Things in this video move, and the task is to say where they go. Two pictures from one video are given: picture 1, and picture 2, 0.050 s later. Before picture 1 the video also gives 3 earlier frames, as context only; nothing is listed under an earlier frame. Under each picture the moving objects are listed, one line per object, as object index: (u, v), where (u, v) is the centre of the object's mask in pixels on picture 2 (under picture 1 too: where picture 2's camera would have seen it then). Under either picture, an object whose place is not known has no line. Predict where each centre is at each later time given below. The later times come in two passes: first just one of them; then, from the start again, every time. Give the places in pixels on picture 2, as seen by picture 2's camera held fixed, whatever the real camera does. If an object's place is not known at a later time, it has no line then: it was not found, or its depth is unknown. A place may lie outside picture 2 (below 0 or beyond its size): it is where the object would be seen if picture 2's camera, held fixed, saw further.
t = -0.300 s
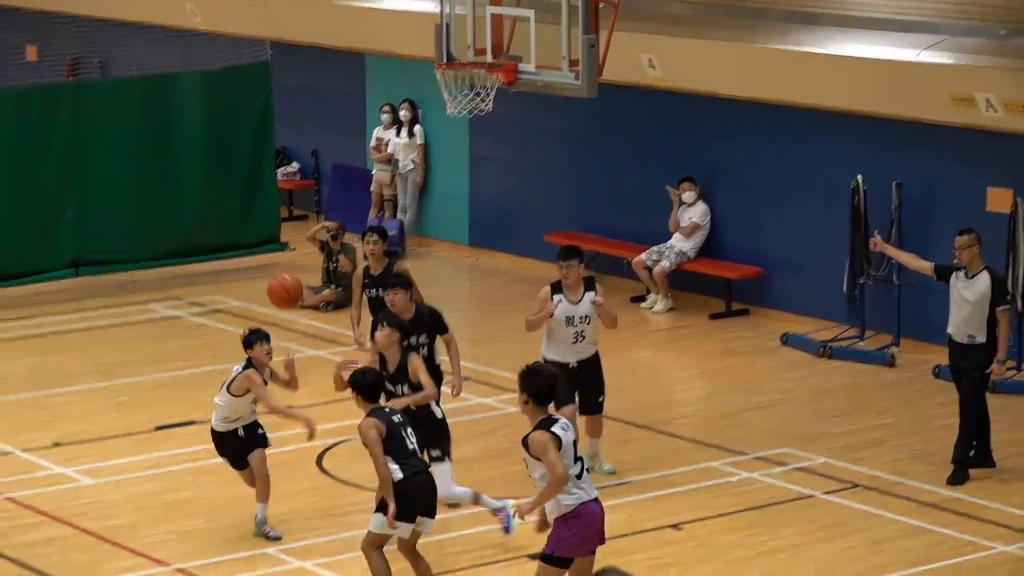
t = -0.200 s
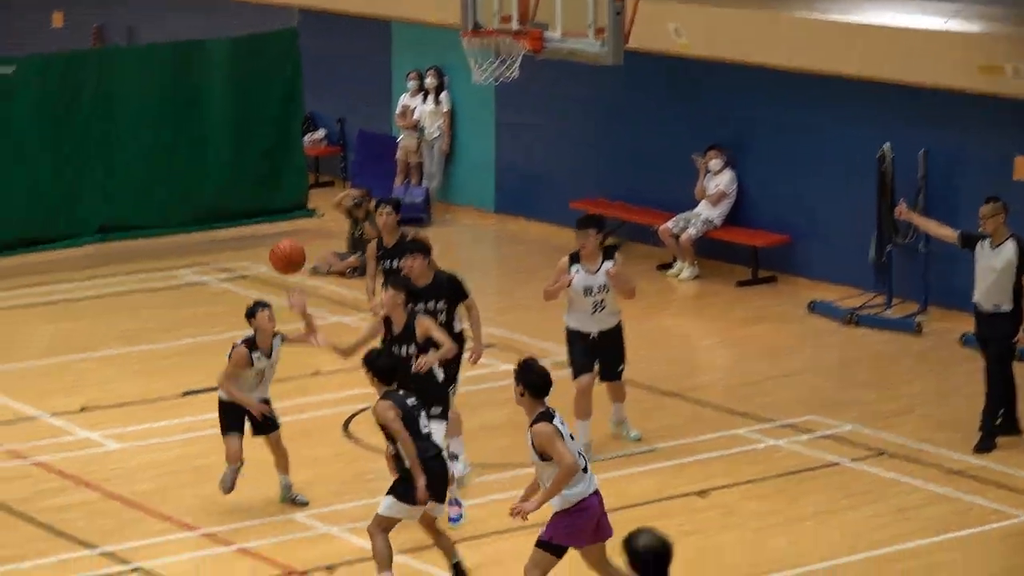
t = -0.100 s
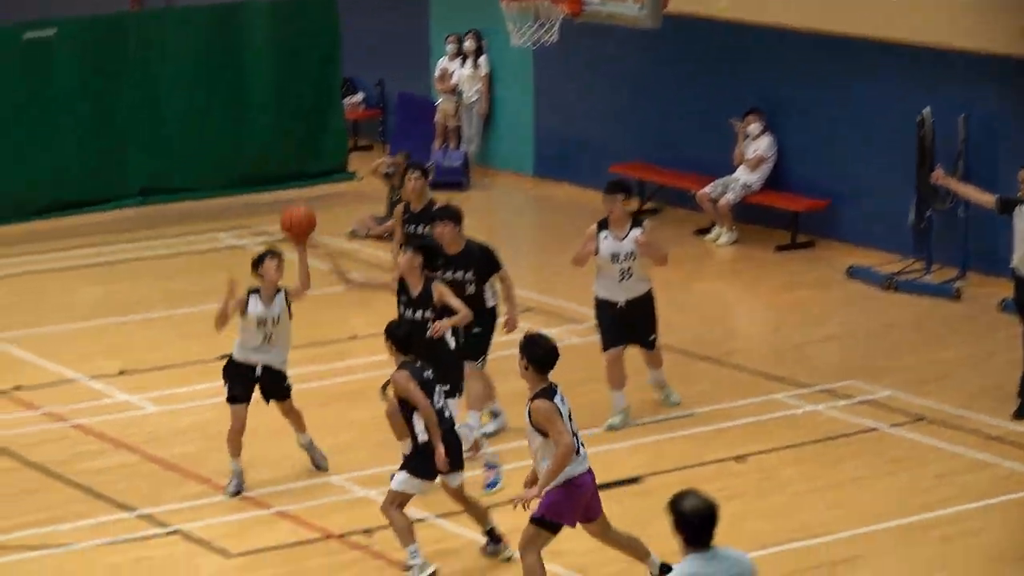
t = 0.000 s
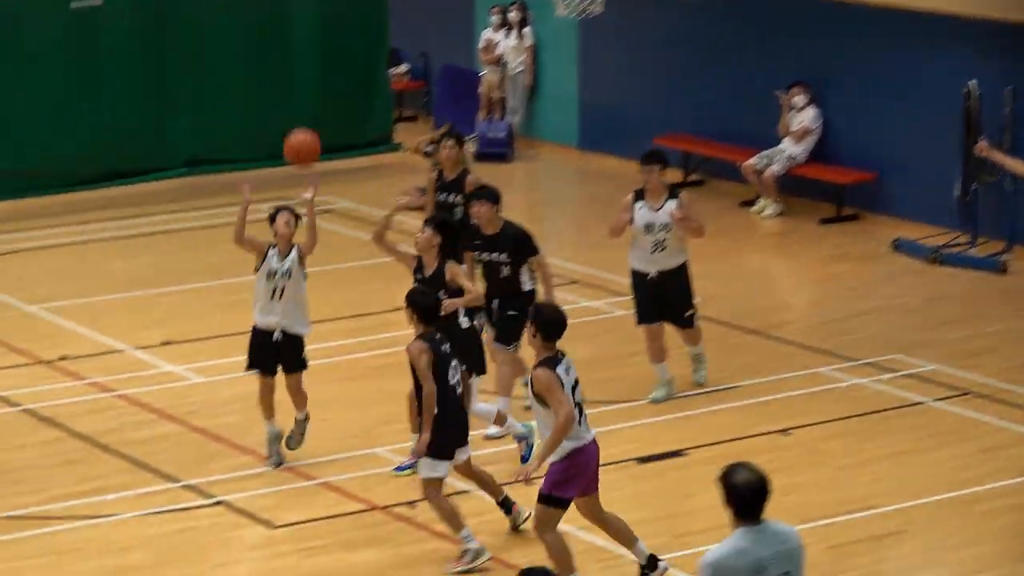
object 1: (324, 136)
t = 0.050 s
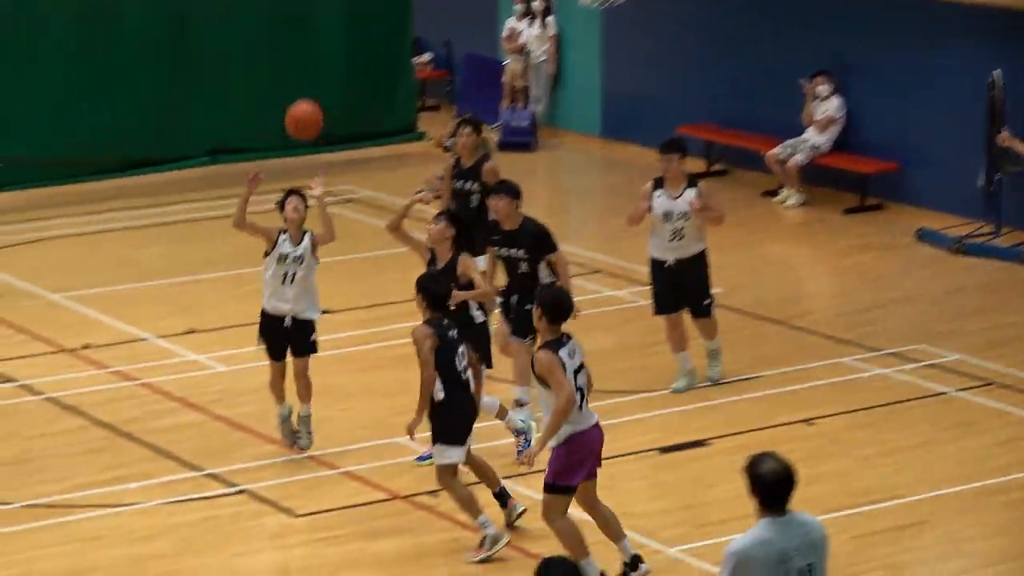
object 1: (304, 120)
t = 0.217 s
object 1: (235, 87)
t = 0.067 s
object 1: (297, 115)
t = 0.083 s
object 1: (290, 110)
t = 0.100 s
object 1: (283, 106)
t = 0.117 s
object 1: (276, 102)
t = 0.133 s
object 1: (269, 99)
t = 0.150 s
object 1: (262, 96)
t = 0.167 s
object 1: (256, 93)
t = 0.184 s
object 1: (248, 90)
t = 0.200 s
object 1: (242, 88)
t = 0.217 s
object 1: (235, 87)
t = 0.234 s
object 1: (228, 86)
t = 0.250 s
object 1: (221, 85)
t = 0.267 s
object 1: (214, 85)
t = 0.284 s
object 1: (206, 86)
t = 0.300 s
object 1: (199, 87)
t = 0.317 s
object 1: (192, 87)
